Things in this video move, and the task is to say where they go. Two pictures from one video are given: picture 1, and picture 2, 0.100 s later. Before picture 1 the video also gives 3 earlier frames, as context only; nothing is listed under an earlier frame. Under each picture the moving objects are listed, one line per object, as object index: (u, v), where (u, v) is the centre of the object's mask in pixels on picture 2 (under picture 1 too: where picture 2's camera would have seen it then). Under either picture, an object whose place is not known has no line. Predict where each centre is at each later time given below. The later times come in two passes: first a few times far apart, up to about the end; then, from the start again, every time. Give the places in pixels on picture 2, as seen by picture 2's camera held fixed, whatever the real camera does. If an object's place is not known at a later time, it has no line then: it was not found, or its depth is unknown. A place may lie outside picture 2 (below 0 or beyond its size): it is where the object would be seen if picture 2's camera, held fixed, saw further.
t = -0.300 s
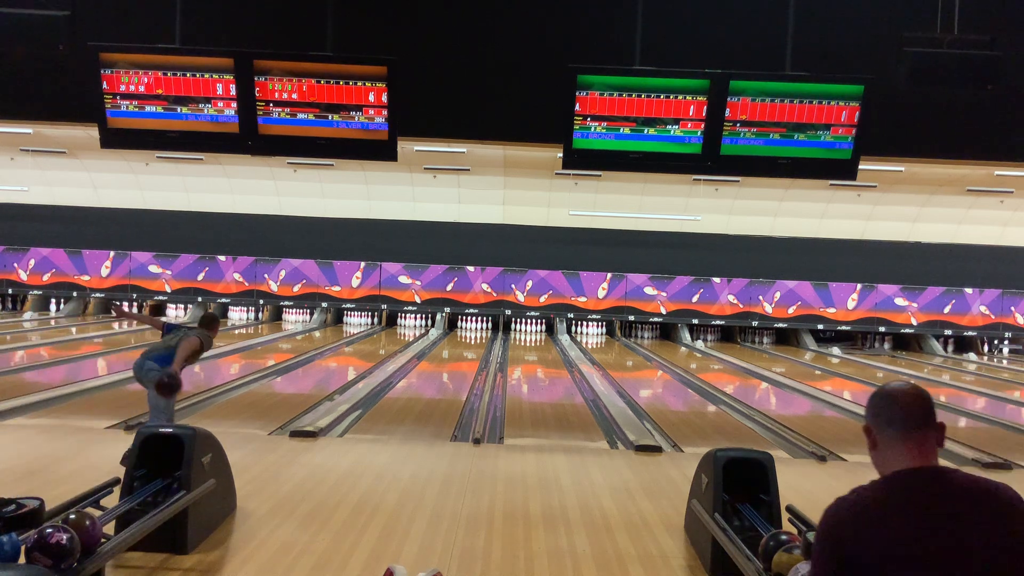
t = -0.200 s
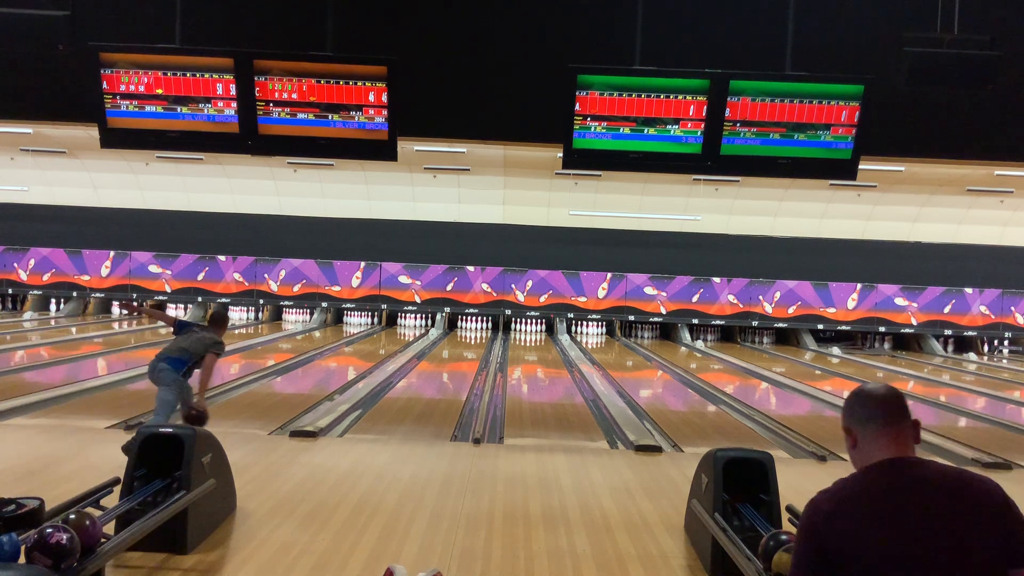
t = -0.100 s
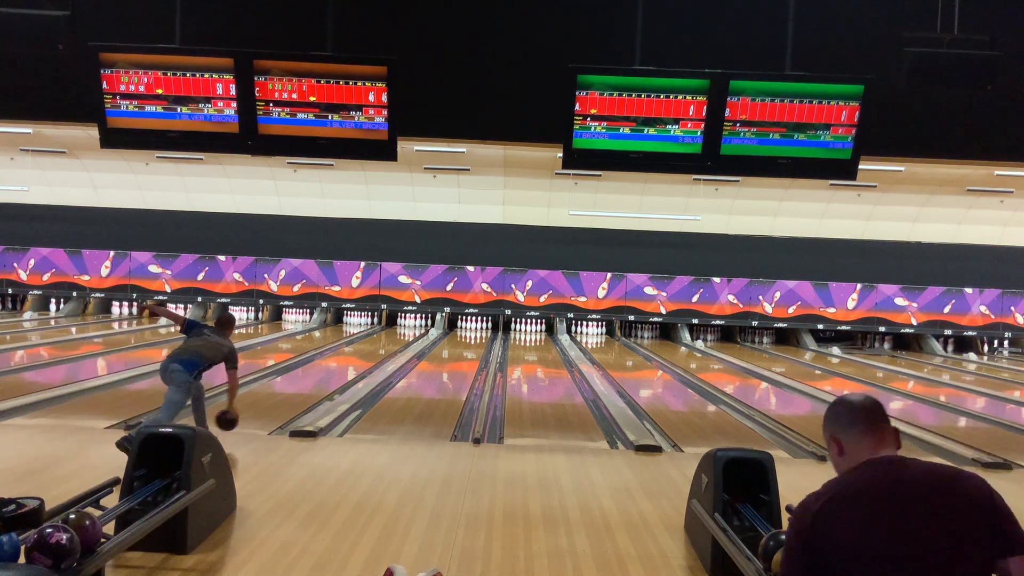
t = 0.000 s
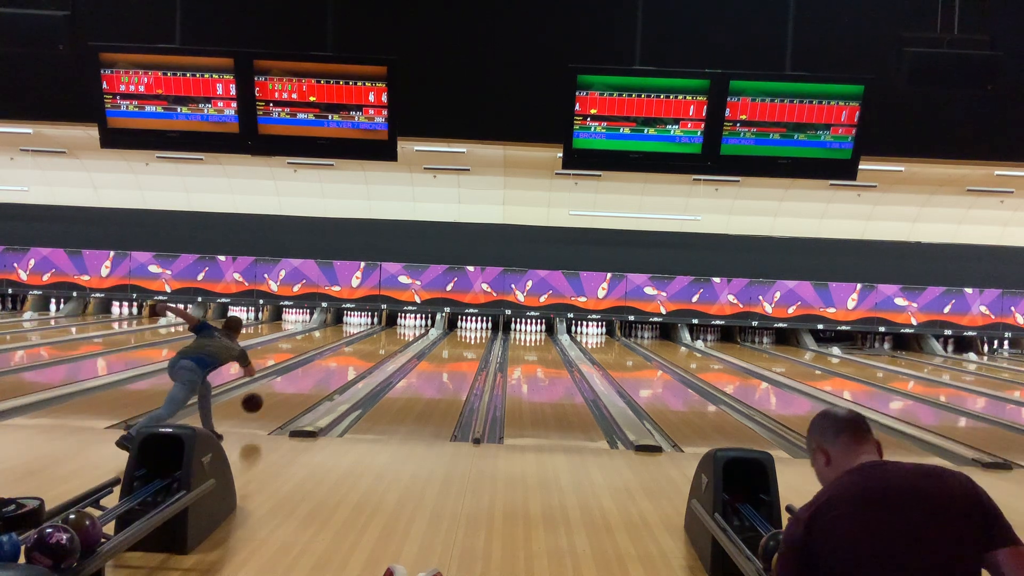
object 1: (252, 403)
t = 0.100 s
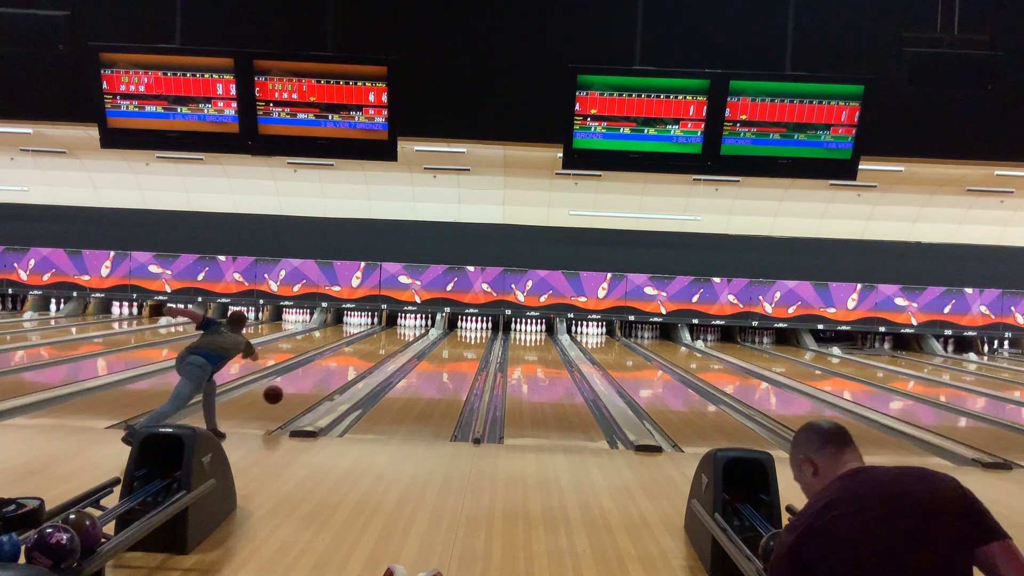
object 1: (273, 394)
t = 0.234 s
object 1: (296, 395)
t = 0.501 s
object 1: (331, 377)
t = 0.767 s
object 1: (357, 364)
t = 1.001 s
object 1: (373, 355)
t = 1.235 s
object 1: (386, 347)
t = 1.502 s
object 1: (398, 341)
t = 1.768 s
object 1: (407, 335)
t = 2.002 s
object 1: (413, 331)
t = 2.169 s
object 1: (417, 328)
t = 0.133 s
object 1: (279, 394)
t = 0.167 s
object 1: (285, 394)
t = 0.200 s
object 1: (291, 395)
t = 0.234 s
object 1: (296, 395)
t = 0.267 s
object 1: (301, 393)
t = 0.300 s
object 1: (305, 391)
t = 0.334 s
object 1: (311, 388)
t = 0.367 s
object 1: (315, 385)
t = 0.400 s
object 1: (319, 383)
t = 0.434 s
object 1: (323, 381)
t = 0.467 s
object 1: (327, 379)
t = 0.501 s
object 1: (331, 377)
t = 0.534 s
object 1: (335, 375)
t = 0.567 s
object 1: (338, 373)
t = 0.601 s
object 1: (342, 372)
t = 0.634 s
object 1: (345, 370)
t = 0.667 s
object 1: (348, 368)
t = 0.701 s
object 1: (351, 367)
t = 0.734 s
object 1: (354, 365)
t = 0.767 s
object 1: (357, 364)
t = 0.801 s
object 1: (359, 363)
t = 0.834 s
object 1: (362, 361)
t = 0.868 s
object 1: (364, 360)
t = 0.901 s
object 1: (367, 359)
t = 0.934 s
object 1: (369, 357)
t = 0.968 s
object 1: (371, 356)
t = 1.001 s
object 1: (373, 355)
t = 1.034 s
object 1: (376, 354)
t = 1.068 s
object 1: (377, 352)
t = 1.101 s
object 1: (380, 351)
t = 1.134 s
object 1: (382, 350)
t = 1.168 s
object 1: (383, 349)
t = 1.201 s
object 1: (385, 348)
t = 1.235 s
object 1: (386, 347)
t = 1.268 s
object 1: (388, 346)
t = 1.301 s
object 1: (390, 346)
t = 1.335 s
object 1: (391, 345)
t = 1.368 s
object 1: (393, 343)
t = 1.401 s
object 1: (395, 343)
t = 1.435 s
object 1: (396, 342)
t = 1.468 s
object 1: (397, 342)
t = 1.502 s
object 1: (398, 341)
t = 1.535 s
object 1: (400, 340)
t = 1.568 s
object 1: (401, 339)
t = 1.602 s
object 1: (403, 338)
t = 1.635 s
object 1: (404, 337)
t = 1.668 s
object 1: (405, 337)
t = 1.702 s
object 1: (406, 336)
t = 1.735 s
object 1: (407, 335)
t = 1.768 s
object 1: (407, 335)
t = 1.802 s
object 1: (408, 335)
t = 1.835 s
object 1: (410, 334)
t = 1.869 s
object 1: (411, 333)
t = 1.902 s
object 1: (411, 333)
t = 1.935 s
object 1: (412, 332)
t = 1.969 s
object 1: (413, 332)
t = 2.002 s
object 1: (413, 331)
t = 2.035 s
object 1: (415, 331)
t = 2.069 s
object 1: (415, 330)
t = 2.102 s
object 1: (415, 330)
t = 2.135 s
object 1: (416, 329)
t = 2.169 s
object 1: (417, 328)
